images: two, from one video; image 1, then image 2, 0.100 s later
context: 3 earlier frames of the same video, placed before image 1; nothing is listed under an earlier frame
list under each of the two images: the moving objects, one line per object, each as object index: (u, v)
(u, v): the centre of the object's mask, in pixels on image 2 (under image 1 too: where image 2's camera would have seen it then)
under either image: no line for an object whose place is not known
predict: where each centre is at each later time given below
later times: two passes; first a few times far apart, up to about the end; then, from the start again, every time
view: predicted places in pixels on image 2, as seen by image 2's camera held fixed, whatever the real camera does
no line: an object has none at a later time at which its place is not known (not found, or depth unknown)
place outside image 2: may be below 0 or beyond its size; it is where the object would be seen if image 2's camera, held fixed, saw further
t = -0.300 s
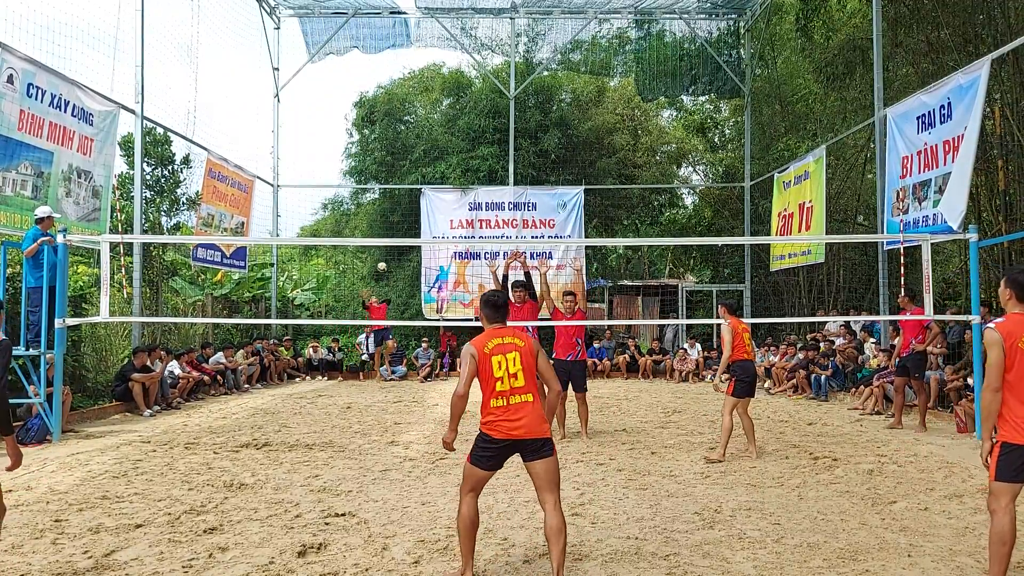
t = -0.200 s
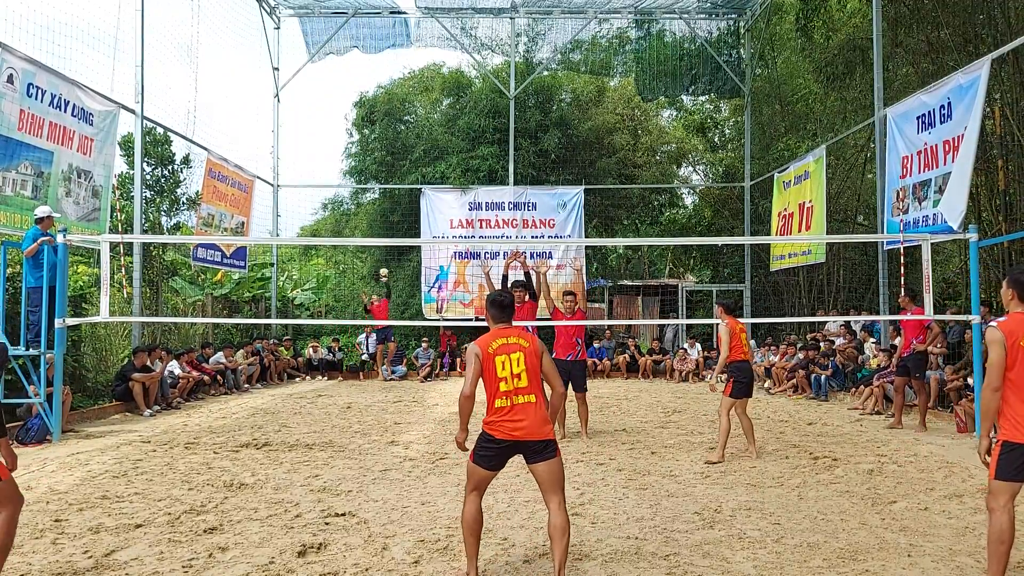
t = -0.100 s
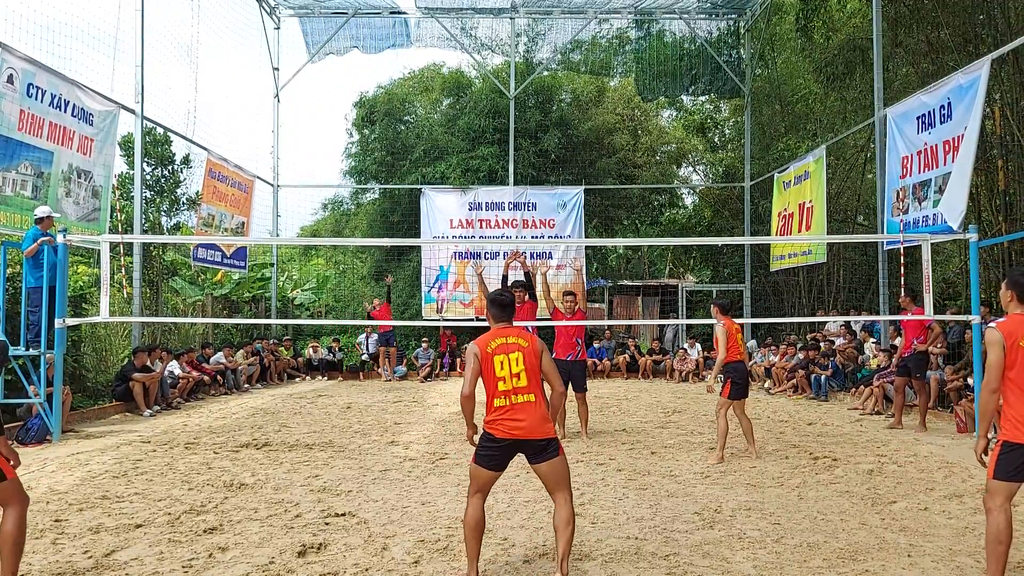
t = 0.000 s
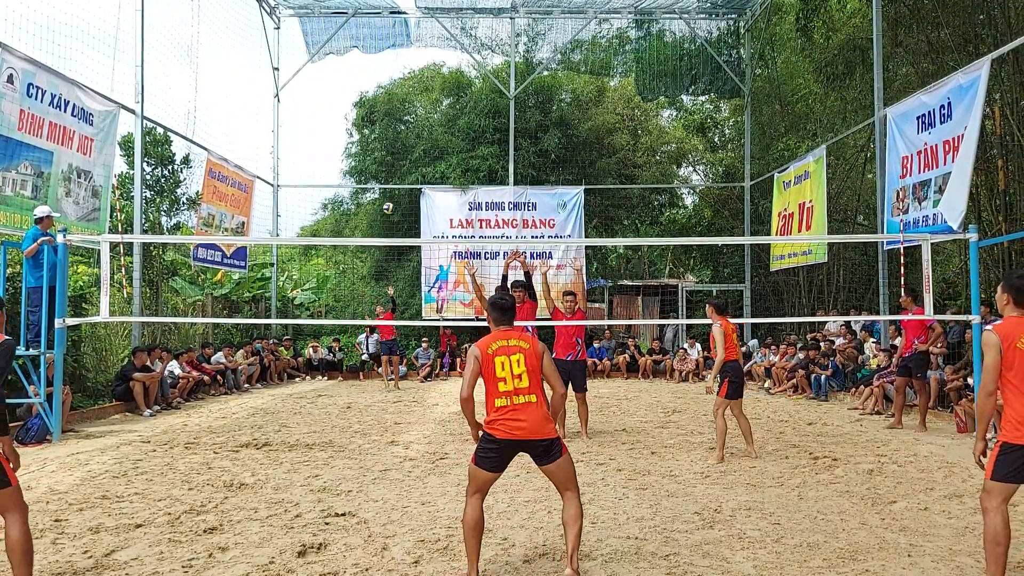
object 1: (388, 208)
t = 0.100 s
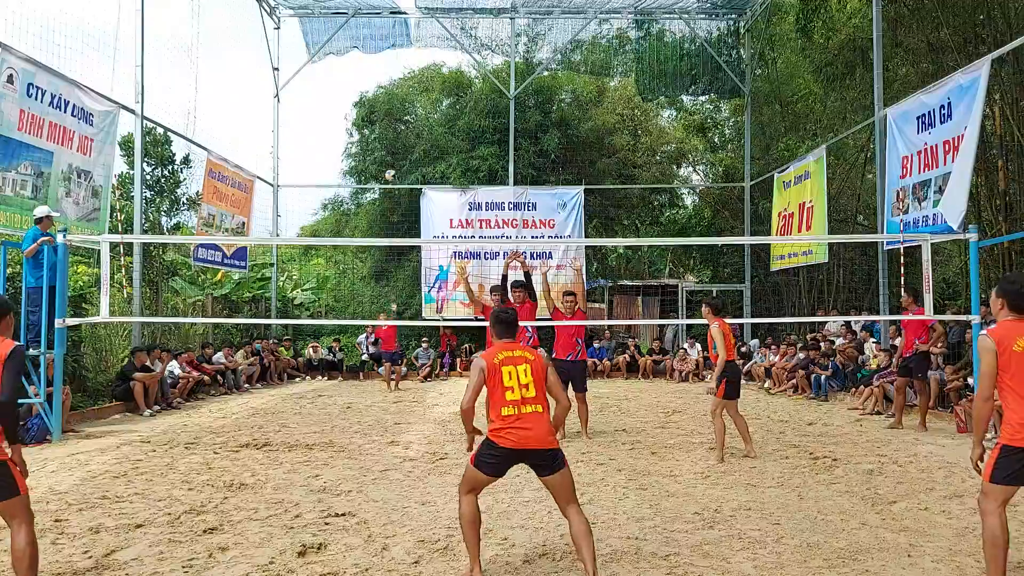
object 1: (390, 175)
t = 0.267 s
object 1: (395, 125)
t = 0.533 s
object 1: (406, 66)
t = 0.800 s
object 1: (419, 40)
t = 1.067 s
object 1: (431, 82)
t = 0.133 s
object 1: (391, 165)
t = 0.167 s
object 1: (393, 154)
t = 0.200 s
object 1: (394, 144)
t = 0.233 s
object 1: (394, 134)
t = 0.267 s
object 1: (395, 125)
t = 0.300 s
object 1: (397, 116)
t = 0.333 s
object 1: (398, 109)
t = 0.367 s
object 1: (399, 99)
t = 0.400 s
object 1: (401, 92)
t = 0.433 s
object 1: (402, 86)
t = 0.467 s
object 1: (403, 78)
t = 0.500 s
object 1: (405, 71)
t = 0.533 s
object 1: (406, 66)
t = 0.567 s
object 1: (407, 60)
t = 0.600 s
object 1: (409, 55)
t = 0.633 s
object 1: (410, 50)
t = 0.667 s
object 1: (412, 46)
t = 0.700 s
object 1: (414, 43)
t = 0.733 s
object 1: (416, 41)
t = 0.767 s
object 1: (417, 40)
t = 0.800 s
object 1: (419, 40)
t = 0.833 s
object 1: (420, 40)
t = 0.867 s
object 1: (422, 41)
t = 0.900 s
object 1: (424, 43)
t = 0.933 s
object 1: (426, 48)
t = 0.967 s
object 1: (428, 54)
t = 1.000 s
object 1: (429, 61)
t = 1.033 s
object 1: (430, 70)
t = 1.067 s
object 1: (431, 82)
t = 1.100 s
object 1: (432, 95)
